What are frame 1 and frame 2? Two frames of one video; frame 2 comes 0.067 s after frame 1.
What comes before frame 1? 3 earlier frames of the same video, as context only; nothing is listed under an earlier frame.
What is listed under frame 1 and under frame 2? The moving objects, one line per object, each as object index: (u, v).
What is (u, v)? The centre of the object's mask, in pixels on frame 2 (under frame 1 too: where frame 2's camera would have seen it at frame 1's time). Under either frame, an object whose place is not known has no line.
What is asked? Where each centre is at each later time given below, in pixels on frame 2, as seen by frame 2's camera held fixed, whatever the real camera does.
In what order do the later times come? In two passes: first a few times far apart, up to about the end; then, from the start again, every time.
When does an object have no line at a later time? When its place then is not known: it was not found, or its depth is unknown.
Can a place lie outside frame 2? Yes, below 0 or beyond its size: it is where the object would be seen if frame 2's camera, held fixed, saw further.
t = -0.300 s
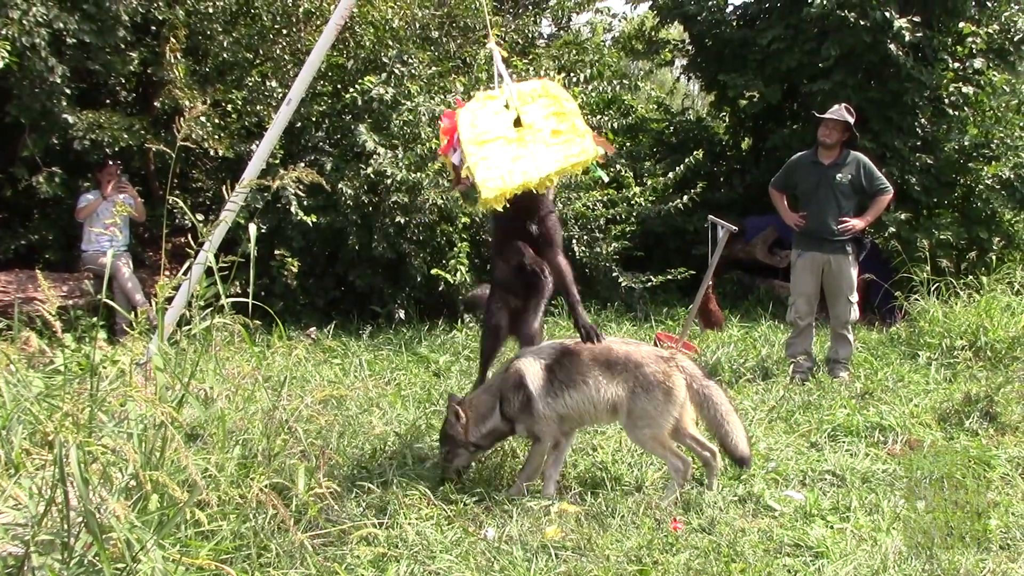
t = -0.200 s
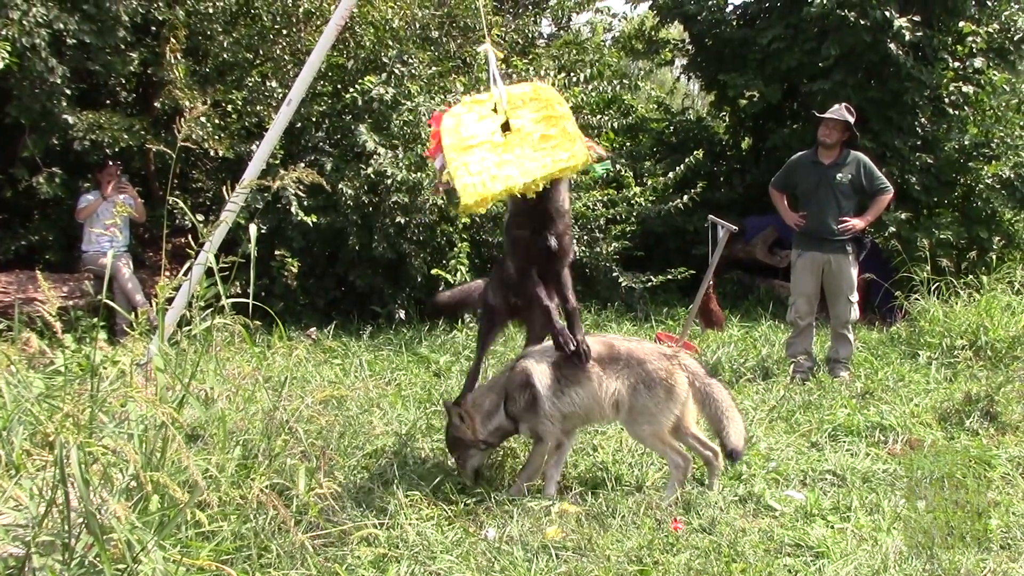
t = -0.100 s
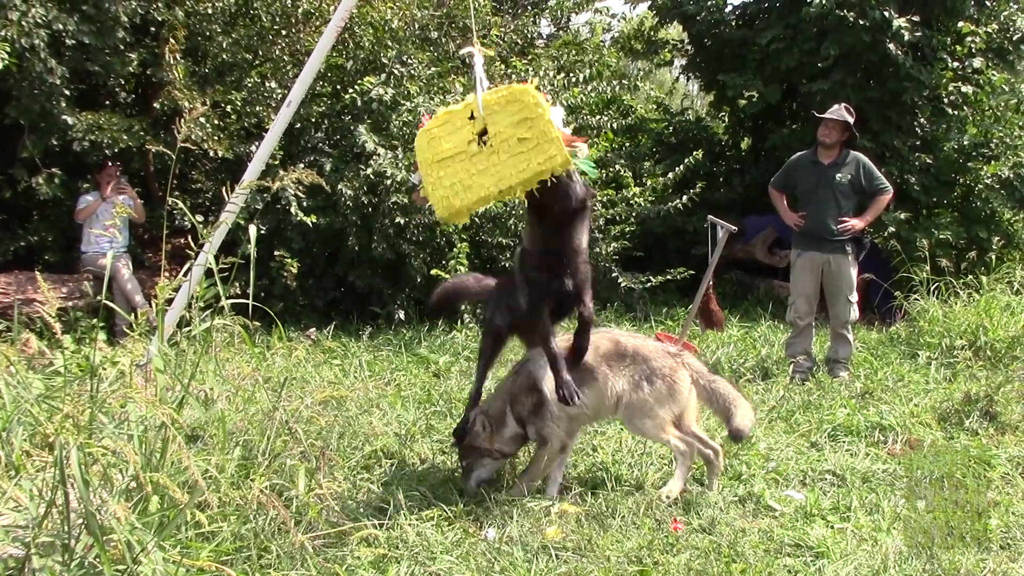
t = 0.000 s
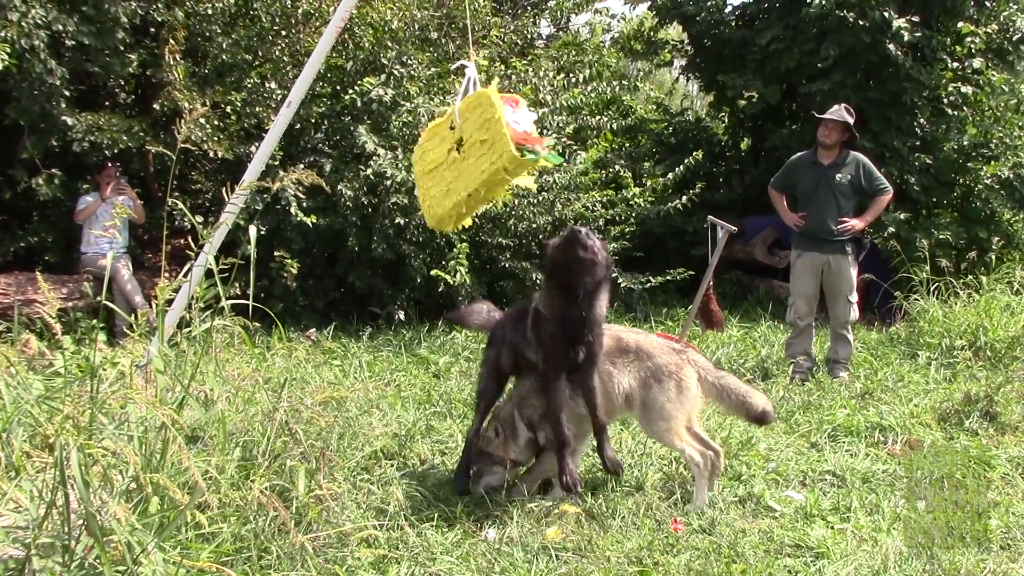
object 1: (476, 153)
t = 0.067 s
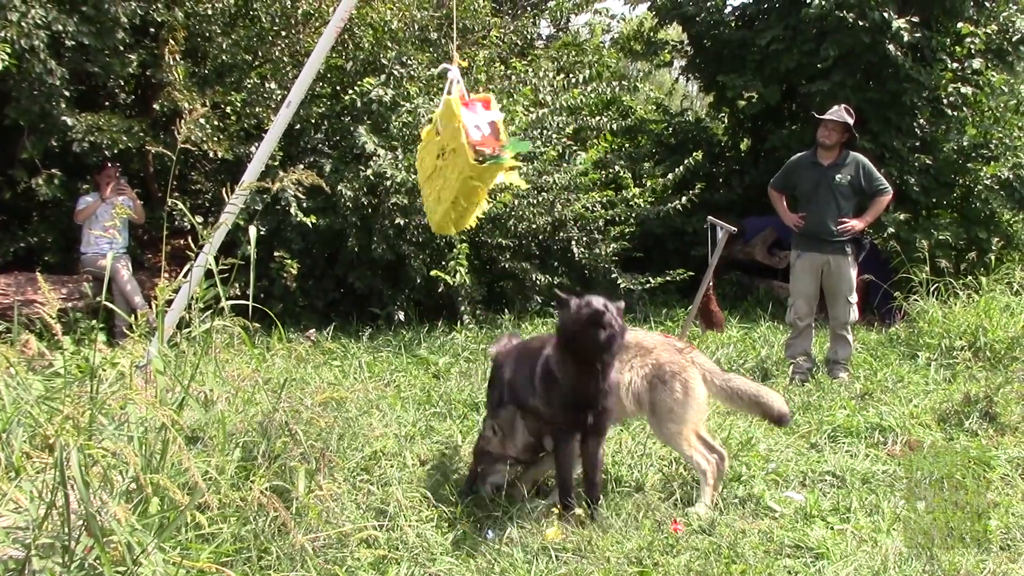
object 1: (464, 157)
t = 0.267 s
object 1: (428, 163)
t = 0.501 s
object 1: (415, 162)
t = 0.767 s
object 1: (419, 152)
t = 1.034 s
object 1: (441, 154)
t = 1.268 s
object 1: (468, 160)
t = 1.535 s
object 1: (485, 162)
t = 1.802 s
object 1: (491, 159)
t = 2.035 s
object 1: (481, 148)
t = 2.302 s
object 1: (453, 158)
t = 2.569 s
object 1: (438, 166)
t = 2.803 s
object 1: (433, 158)
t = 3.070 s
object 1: (436, 150)
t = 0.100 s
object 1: (458, 155)
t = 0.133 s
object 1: (452, 157)
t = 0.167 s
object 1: (445, 158)
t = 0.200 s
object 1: (439, 160)
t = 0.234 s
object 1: (433, 161)
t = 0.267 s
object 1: (428, 163)
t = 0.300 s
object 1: (423, 164)
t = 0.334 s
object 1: (421, 165)
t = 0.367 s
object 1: (419, 166)
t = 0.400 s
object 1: (417, 166)
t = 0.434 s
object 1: (417, 165)
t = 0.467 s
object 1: (415, 164)
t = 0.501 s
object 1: (415, 162)
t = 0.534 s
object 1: (416, 160)
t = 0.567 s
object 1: (416, 158)
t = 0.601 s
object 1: (415, 156)
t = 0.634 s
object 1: (415, 155)
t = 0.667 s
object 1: (418, 154)
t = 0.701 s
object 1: (418, 154)
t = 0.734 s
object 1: (419, 153)
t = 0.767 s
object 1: (419, 152)
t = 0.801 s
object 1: (421, 152)
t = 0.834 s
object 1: (423, 152)
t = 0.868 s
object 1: (426, 152)
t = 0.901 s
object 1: (429, 152)
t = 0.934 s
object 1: (432, 152)
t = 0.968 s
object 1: (434, 153)
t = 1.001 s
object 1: (437, 153)
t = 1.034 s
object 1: (441, 154)
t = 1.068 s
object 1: (447, 155)
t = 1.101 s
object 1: (450, 156)
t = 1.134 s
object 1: (455, 157)
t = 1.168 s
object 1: (459, 158)
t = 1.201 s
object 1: (462, 159)
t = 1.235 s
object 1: (466, 160)
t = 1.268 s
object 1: (468, 160)
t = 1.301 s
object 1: (472, 161)
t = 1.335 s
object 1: (474, 161)
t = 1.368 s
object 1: (476, 160)
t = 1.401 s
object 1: (478, 157)
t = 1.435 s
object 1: (481, 156)
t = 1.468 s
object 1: (481, 156)
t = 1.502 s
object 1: (484, 159)
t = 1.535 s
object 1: (485, 162)
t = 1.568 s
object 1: (486, 162)
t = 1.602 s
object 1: (488, 162)
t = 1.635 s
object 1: (489, 162)
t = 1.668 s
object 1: (490, 162)
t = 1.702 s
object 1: (491, 161)
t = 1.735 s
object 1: (491, 161)
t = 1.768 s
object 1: (491, 160)
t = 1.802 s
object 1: (491, 159)
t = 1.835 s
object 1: (491, 157)
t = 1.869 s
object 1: (490, 155)
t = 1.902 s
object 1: (489, 153)
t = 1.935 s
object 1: (488, 151)
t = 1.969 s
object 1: (485, 151)
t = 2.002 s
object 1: (484, 149)
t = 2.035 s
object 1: (481, 148)
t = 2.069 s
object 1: (478, 148)
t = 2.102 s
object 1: (475, 148)
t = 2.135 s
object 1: (471, 147)
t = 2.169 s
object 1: (467, 148)
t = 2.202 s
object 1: (464, 151)
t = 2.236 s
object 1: (460, 154)
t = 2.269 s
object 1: (457, 155)
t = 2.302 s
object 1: (453, 158)
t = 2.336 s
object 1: (450, 160)
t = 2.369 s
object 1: (447, 162)
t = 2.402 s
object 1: (445, 163)
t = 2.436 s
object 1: (443, 164)
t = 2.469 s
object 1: (442, 165)
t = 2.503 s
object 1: (441, 165)
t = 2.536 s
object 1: (439, 166)
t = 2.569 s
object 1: (438, 166)
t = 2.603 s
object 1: (436, 166)
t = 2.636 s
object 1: (435, 166)
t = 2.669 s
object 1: (434, 164)
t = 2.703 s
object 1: (434, 163)
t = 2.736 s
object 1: (433, 162)
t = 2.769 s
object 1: (433, 160)
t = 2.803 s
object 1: (433, 158)
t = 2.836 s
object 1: (432, 155)
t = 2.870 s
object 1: (432, 153)
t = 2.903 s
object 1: (433, 151)
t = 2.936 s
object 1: (434, 150)
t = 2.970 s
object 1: (435, 147)
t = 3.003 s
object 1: (435, 145)
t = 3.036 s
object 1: (435, 147)
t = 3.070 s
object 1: (436, 150)
